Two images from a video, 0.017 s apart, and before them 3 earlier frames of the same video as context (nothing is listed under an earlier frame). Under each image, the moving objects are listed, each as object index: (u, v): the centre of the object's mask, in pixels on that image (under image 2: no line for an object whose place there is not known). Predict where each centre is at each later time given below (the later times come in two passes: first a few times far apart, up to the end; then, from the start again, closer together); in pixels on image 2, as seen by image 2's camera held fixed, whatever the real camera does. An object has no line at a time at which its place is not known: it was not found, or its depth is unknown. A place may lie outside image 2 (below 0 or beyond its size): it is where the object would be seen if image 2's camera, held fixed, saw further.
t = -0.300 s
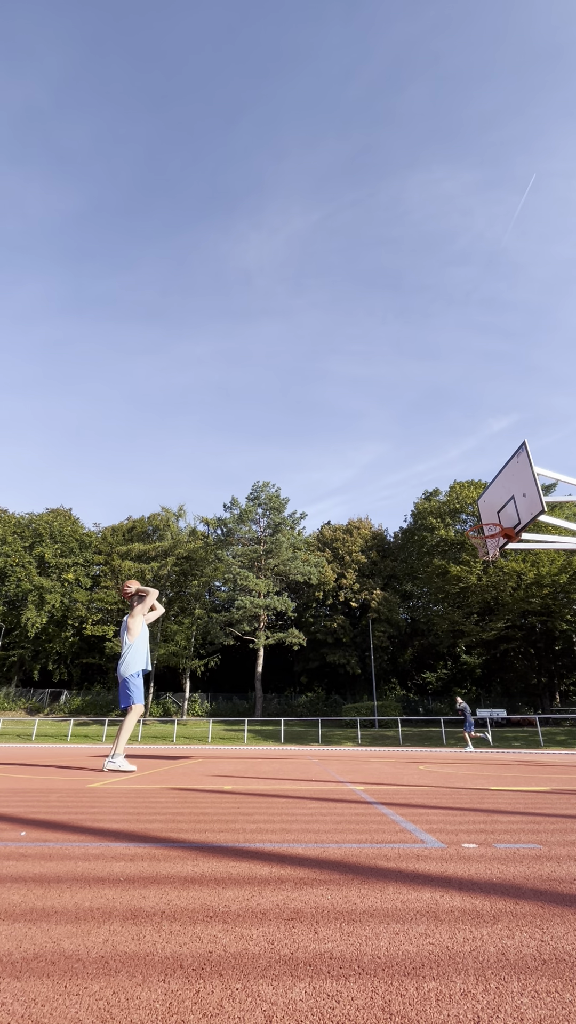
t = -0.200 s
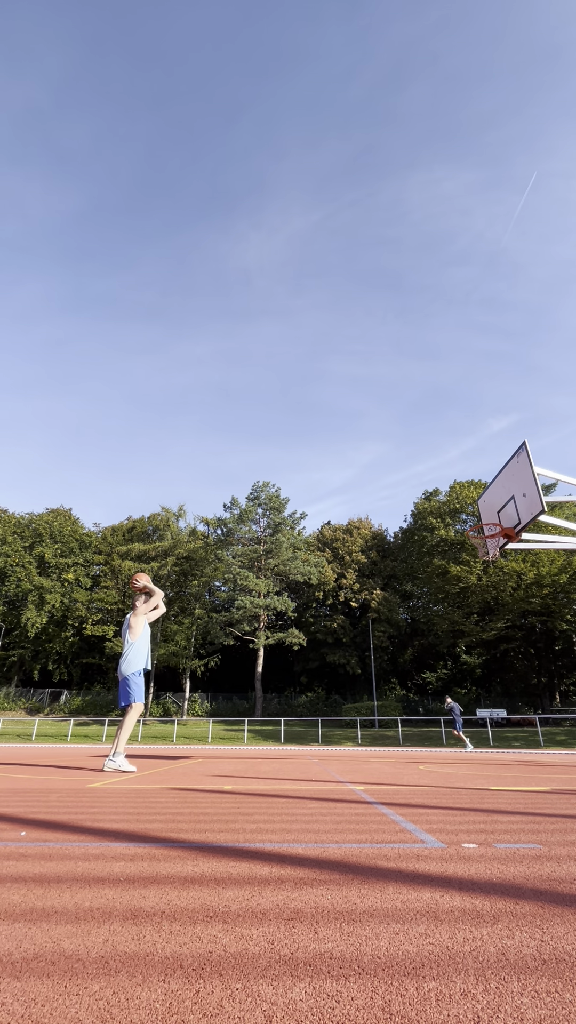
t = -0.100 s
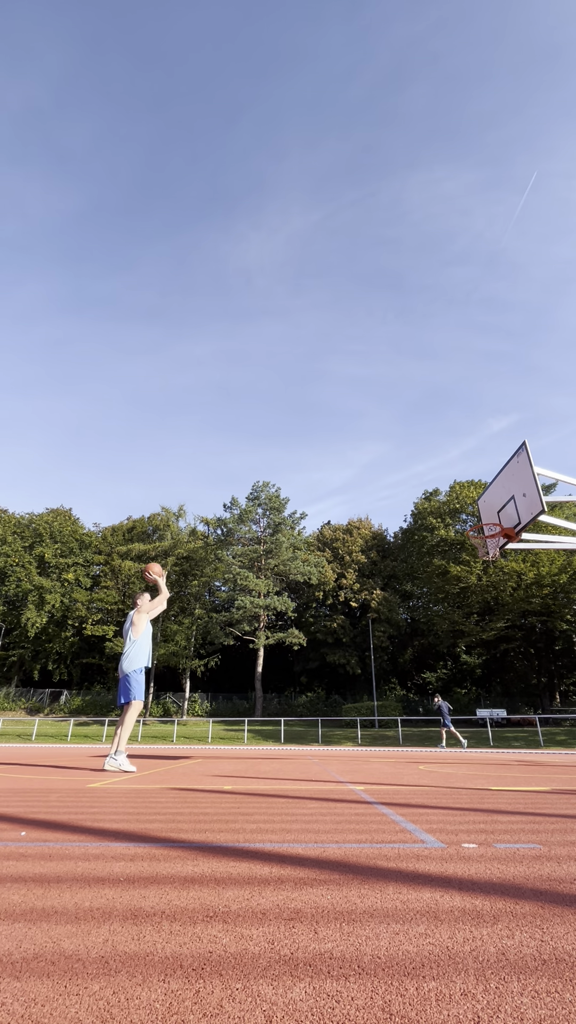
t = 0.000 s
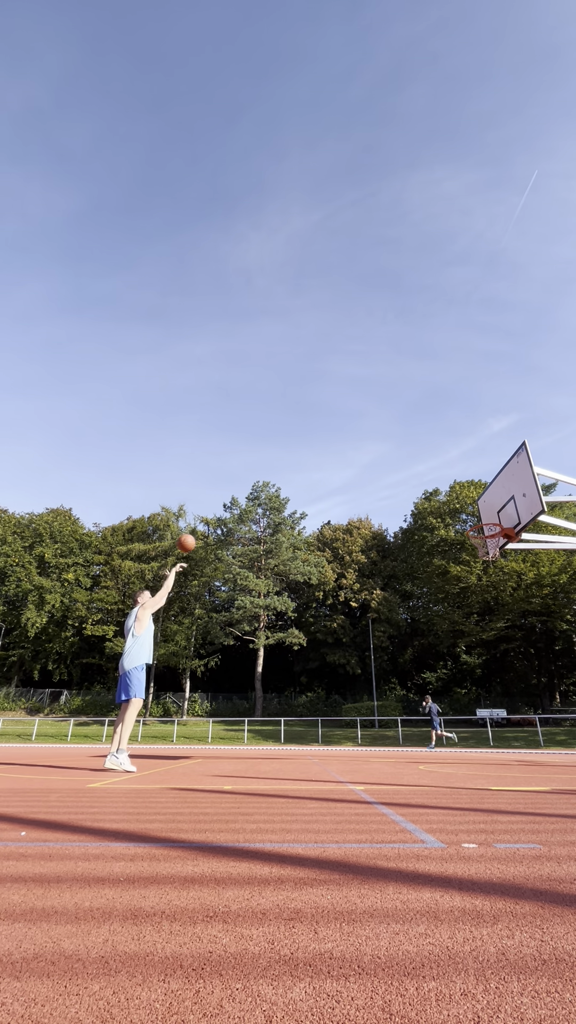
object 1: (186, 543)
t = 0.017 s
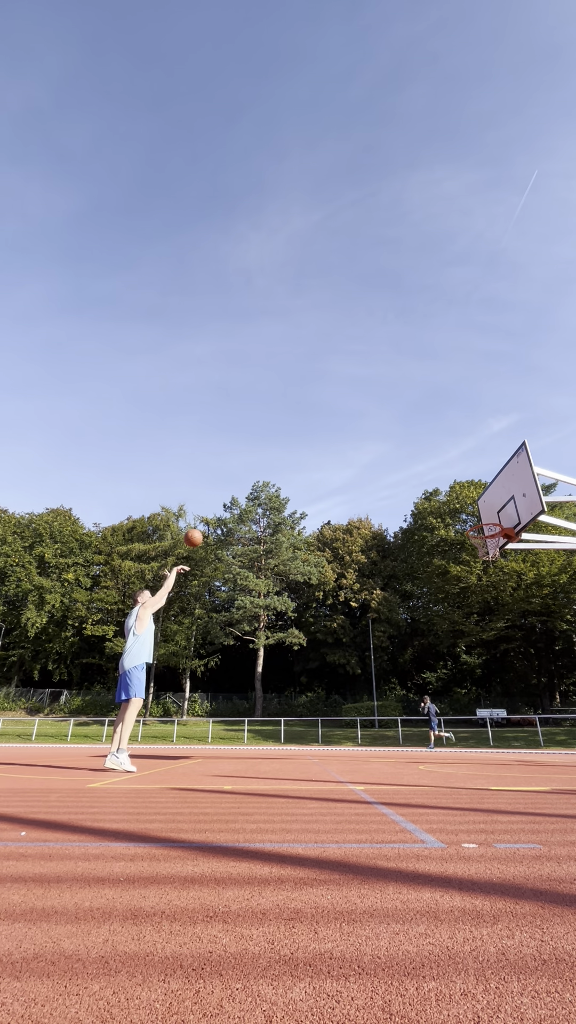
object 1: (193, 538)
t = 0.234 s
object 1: (277, 494)
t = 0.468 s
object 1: (356, 482)
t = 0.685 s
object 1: (428, 501)
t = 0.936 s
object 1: (495, 551)
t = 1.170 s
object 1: (499, 578)
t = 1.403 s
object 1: (509, 658)
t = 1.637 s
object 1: (512, 727)
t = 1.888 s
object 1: (469, 631)
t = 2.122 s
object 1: (436, 598)
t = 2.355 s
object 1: (408, 616)
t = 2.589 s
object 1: (382, 698)
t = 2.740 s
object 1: (362, 745)
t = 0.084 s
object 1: (221, 521)
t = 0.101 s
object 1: (227, 516)
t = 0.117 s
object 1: (234, 513)
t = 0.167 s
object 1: (252, 503)
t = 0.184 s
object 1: (259, 500)
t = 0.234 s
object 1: (277, 494)
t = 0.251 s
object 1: (283, 492)
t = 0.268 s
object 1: (289, 490)
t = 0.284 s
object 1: (294, 489)
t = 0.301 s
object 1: (300, 487)
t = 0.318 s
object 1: (306, 486)
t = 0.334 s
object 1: (312, 485)
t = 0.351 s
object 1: (317, 484)
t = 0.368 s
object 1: (323, 483)
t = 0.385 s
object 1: (328, 482)
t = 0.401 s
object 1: (334, 482)
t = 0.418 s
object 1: (340, 482)
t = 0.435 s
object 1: (345, 482)
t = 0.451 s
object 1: (351, 482)
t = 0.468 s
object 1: (356, 482)
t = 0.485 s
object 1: (362, 483)
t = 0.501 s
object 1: (367, 483)
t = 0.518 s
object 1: (373, 484)
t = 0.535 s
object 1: (378, 485)
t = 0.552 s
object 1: (384, 486)
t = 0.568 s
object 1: (389, 487)
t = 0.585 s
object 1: (395, 489)
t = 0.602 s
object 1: (400, 490)
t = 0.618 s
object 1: (406, 492)
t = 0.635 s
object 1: (411, 494)
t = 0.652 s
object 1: (417, 496)
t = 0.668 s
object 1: (422, 498)
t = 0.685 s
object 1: (428, 501)
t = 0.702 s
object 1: (433, 503)
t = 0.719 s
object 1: (439, 506)
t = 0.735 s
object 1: (444, 509)
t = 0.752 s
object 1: (450, 512)
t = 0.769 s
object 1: (456, 515)
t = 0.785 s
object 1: (461, 518)
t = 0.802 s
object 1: (467, 522)
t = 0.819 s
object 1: (472, 523)
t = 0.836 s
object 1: (479, 530)
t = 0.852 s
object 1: (486, 533)
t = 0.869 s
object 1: (489, 535)
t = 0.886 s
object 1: (492, 537)
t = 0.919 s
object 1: (494, 546)
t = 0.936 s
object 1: (495, 551)
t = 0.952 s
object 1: (496, 550)
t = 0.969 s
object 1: (496, 550)
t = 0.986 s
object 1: (496, 551)
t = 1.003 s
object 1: (496, 553)
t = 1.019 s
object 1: (496, 554)
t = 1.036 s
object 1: (496, 556)
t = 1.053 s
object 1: (496, 558)
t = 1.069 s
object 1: (497, 560)
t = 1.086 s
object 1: (497, 562)
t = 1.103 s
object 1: (497, 564)
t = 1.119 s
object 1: (497, 568)
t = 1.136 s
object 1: (497, 571)
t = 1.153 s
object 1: (498, 574)
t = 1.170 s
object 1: (499, 578)
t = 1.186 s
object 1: (499, 582)
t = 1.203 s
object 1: (499, 586)
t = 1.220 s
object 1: (500, 590)
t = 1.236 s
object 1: (500, 594)
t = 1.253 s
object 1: (501, 599)
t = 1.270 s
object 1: (502, 604)
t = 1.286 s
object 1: (502, 610)
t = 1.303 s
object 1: (503, 616)
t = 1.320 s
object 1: (504, 622)
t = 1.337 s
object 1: (505, 628)
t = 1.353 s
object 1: (506, 635)
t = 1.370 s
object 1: (507, 642)
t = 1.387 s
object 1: (508, 650)
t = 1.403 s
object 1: (509, 658)
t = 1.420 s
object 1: (511, 666)
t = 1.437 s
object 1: (512, 675)
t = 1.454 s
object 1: (514, 684)
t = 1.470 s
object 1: (515, 693)
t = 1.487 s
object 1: (517, 703)
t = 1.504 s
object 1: (518, 714)
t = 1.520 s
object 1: (520, 725)
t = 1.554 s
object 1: (524, 749)
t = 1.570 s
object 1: (526, 762)
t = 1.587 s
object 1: (523, 754)
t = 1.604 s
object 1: (519, 745)
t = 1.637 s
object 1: (512, 727)
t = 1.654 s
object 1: (509, 718)
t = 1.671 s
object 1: (506, 710)
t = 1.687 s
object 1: (502, 702)
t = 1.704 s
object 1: (499, 695)
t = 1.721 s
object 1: (496, 687)
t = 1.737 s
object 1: (493, 680)
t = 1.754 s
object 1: (490, 674)
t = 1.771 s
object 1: (487, 667)
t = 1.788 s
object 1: (485, 661)
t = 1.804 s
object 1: (482, 656)
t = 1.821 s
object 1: (479, 650)
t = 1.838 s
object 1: (476, 645)
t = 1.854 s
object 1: (474, 640)
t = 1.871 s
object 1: (471, 636)
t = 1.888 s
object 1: (469, 631)
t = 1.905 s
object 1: (466, 627)
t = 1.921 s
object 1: (464, 623)
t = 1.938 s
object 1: (461, 620)
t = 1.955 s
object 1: (459, 617)
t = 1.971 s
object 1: (456, 614)
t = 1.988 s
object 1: (454, 611)
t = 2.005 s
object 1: (451, 608)
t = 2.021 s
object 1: (449, 606)
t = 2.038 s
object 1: (447, 604)
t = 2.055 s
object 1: (445, 602)
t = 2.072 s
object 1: (443, 601)
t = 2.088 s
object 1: (440, 600)
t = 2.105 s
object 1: (439, 599)
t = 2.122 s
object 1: (436, 598)
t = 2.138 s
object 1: (434, 598)
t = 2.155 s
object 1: (432, 597)
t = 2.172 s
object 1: (430, 598)
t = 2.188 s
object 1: (428, 598)
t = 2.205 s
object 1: (426, 598)
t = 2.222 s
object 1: (424, 599)
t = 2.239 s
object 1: (422, 600)
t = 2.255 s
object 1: (420, 602)
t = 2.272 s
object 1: (418, 603)
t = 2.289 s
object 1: (416, 605)
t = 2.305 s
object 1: (414, 607)
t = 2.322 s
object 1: (412, 610)
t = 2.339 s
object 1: (410, 613)
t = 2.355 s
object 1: (408, 616)
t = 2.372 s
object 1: (406, 619)
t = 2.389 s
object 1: (405, 623)
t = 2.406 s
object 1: (403, 627)
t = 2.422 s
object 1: (401, 632)
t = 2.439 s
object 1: (399, 637)
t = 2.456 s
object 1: (397, 642)
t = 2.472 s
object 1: (395, 647)
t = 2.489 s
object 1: (393, 653)
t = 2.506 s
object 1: (391, 660)
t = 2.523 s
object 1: (390, 667)
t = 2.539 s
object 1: (388, 674)
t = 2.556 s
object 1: (386, 682)
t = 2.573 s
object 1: (384, 690)
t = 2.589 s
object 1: (382, 698)
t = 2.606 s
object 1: (380, 707)
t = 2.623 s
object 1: (378, 717)
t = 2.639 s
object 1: (376, 727)
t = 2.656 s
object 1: (374, 738)
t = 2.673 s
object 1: (372, 749)
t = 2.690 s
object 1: (370, 761)
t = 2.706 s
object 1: (368, 763)
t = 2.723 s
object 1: (365, 754)
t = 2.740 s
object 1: (362, 745)
